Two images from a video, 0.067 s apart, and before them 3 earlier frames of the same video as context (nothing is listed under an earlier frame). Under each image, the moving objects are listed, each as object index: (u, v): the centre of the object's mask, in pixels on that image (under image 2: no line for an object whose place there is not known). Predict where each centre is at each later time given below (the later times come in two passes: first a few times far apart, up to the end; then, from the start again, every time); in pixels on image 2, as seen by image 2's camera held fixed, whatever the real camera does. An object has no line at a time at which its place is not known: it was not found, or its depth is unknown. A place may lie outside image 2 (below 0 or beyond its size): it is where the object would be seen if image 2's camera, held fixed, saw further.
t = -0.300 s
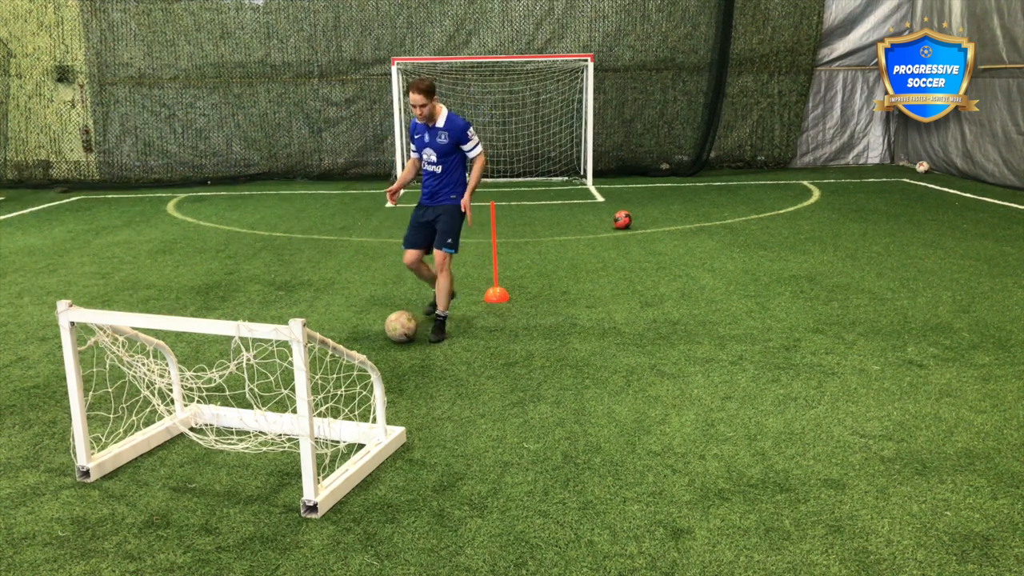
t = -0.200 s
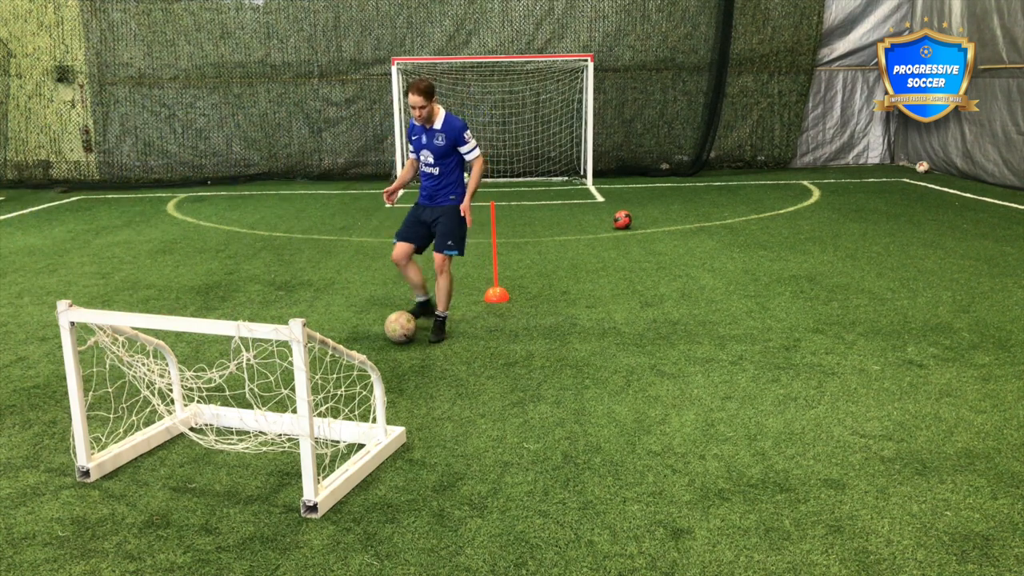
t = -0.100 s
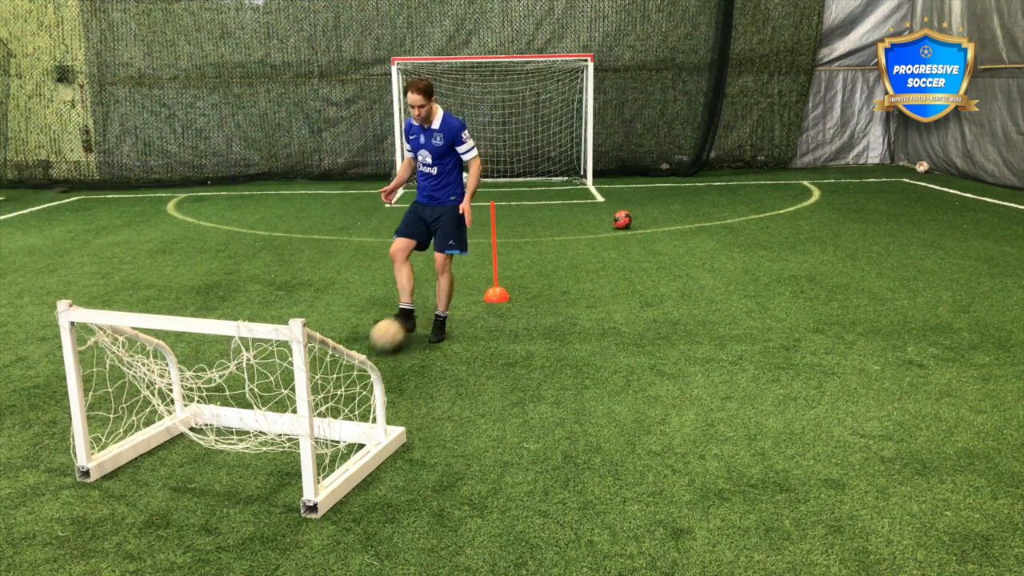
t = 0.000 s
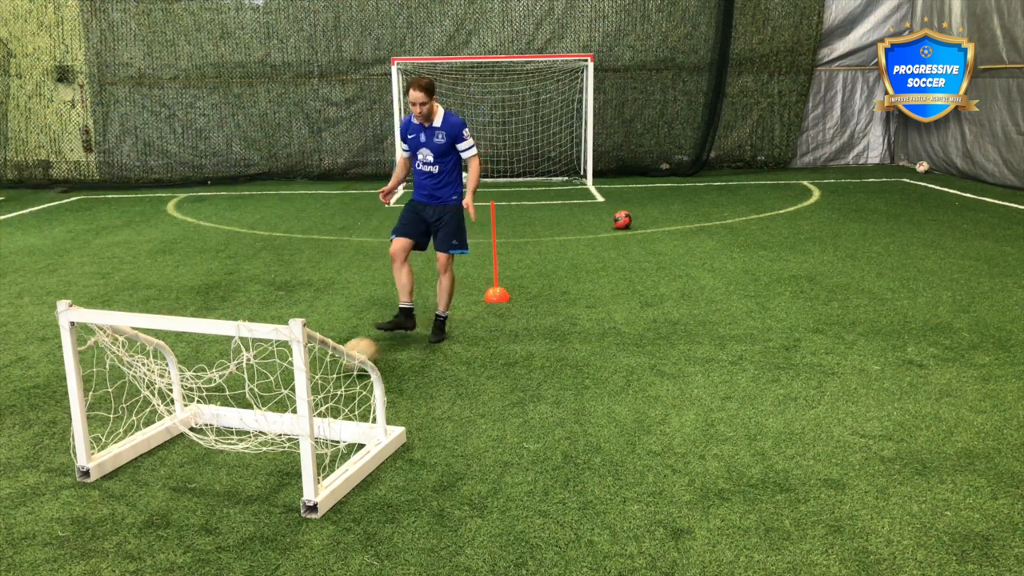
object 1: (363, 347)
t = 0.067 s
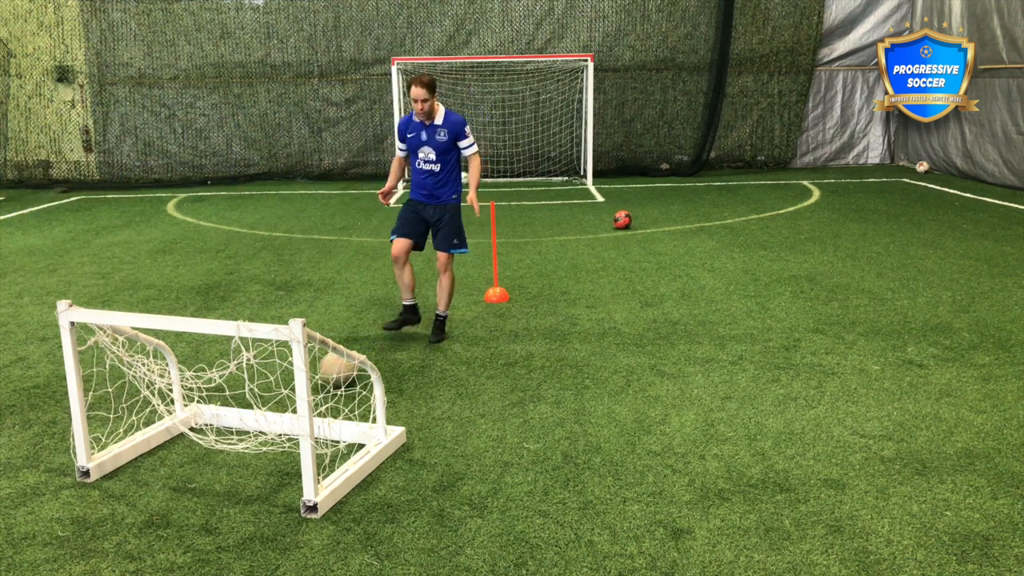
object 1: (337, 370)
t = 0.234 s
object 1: (285, 394)
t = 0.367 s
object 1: (314, 322)
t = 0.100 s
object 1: (329, 374)
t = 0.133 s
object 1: (323, 379)
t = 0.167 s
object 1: (319, 383)
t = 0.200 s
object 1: (287, 397)
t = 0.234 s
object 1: (285, 394)
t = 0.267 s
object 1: (287, 374)
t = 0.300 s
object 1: (287, 362)
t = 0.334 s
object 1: (312, 351)
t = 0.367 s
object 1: (314, 322)
